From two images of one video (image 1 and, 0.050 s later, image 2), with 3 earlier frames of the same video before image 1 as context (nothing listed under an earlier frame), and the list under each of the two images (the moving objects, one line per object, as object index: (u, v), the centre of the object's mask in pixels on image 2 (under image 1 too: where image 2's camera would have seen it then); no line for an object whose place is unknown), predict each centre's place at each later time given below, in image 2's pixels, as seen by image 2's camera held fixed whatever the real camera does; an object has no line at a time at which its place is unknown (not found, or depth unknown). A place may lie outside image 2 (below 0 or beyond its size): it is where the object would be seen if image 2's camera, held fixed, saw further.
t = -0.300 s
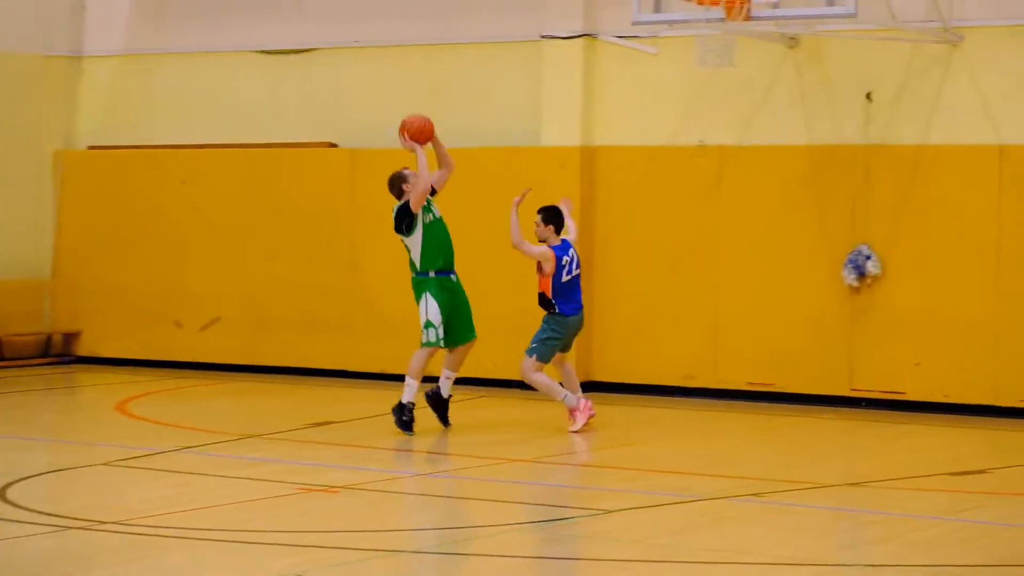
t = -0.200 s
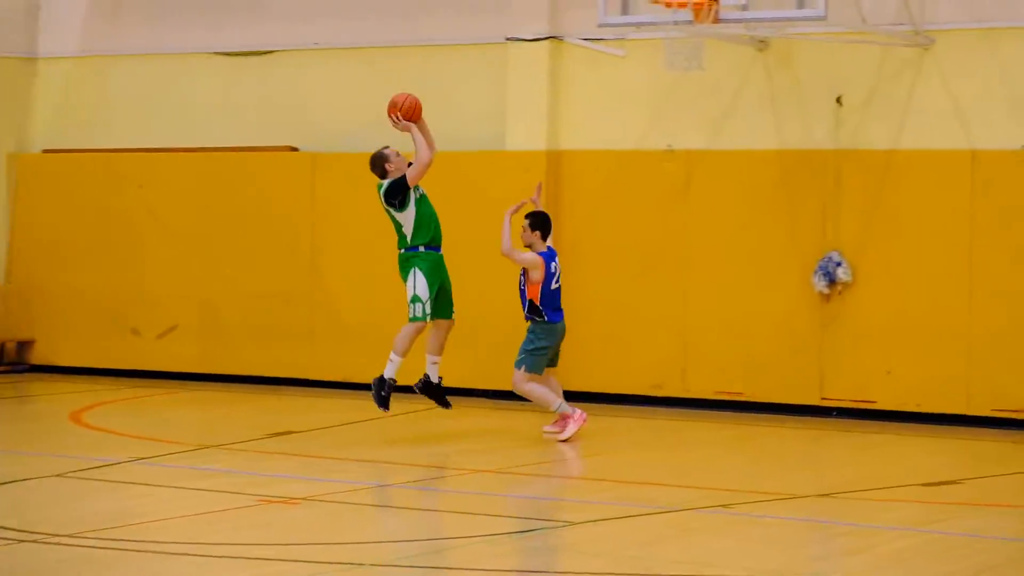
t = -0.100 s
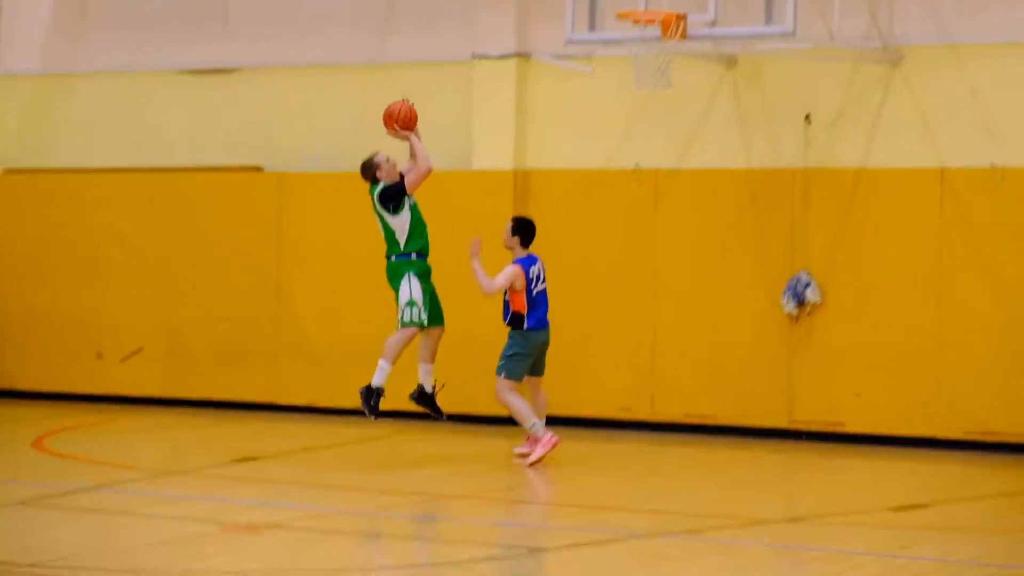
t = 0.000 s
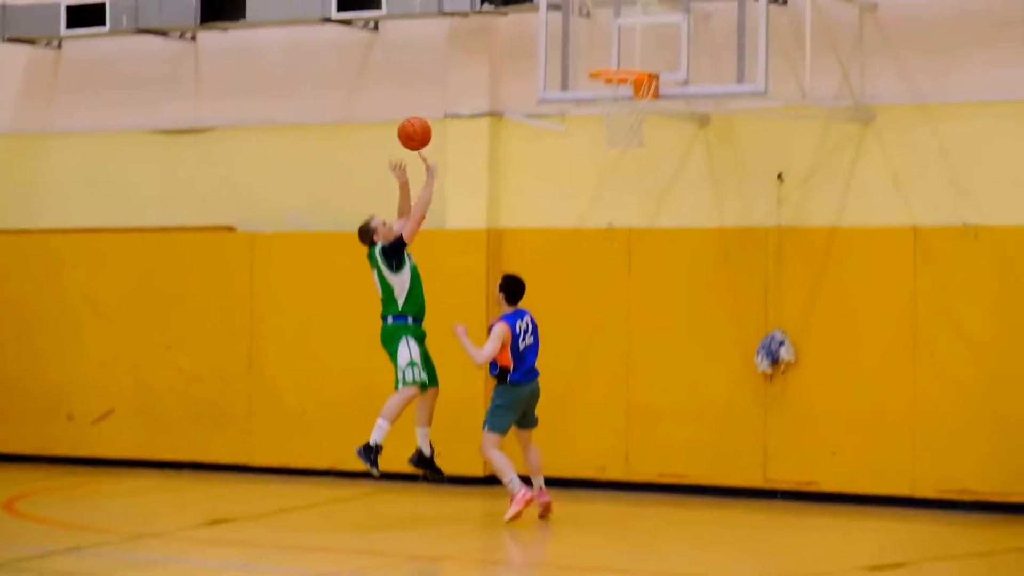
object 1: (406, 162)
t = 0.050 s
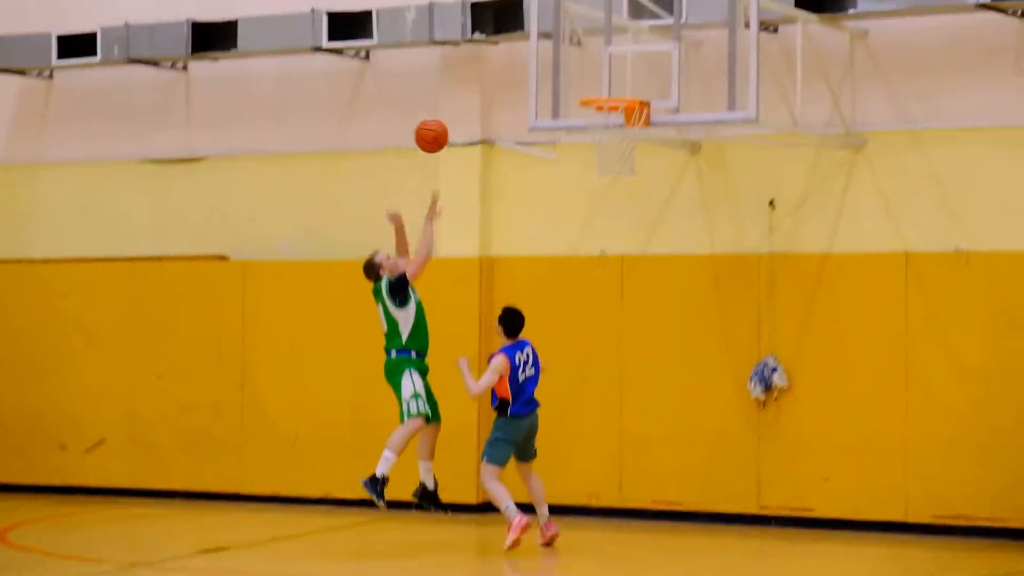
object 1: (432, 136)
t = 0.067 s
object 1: (440, 128)
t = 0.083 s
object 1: (448, 120)
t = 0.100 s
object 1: (457, 114)
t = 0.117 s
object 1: (465, 107)
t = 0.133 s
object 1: (473, 101)
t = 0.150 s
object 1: (481, 95)
